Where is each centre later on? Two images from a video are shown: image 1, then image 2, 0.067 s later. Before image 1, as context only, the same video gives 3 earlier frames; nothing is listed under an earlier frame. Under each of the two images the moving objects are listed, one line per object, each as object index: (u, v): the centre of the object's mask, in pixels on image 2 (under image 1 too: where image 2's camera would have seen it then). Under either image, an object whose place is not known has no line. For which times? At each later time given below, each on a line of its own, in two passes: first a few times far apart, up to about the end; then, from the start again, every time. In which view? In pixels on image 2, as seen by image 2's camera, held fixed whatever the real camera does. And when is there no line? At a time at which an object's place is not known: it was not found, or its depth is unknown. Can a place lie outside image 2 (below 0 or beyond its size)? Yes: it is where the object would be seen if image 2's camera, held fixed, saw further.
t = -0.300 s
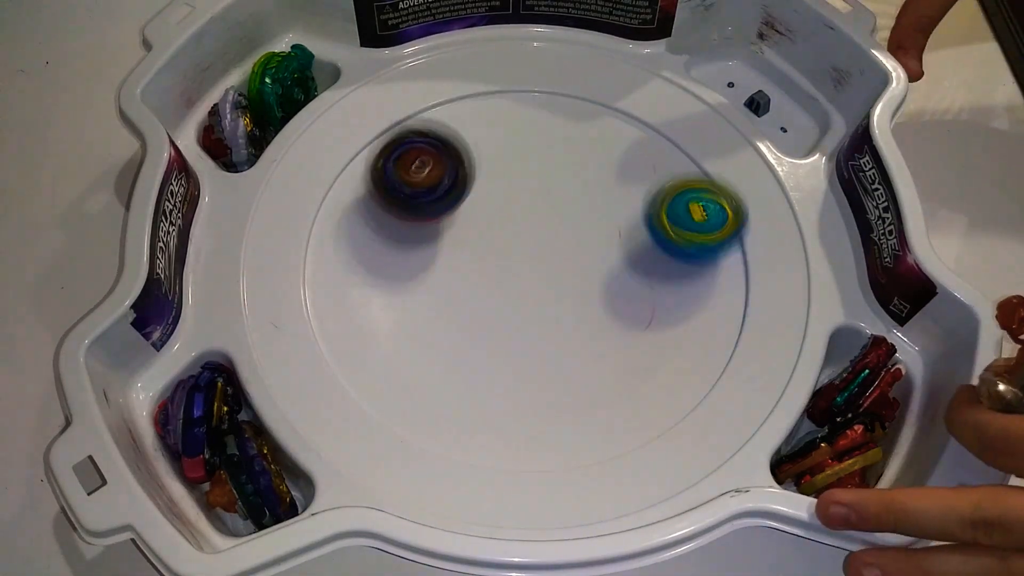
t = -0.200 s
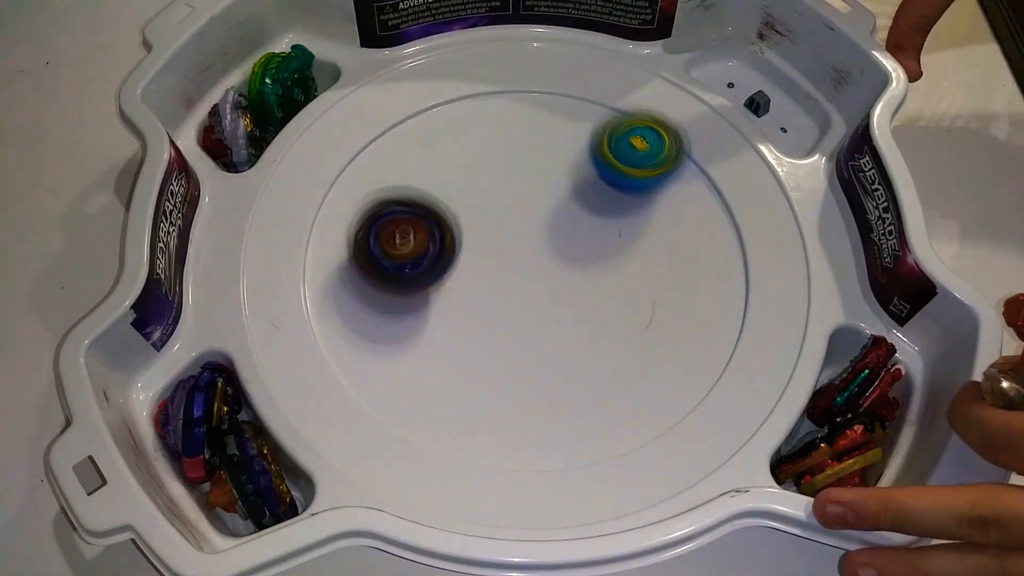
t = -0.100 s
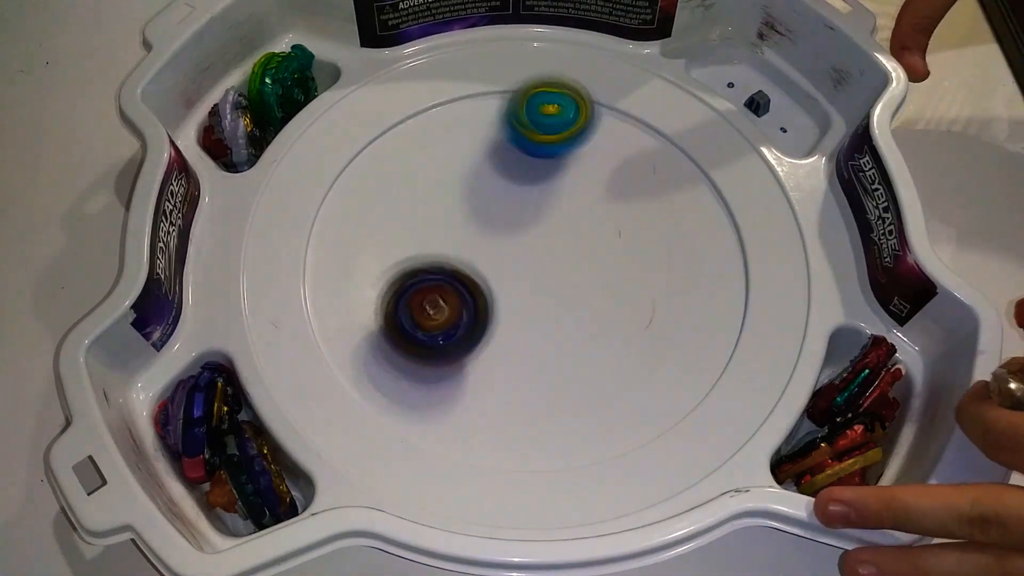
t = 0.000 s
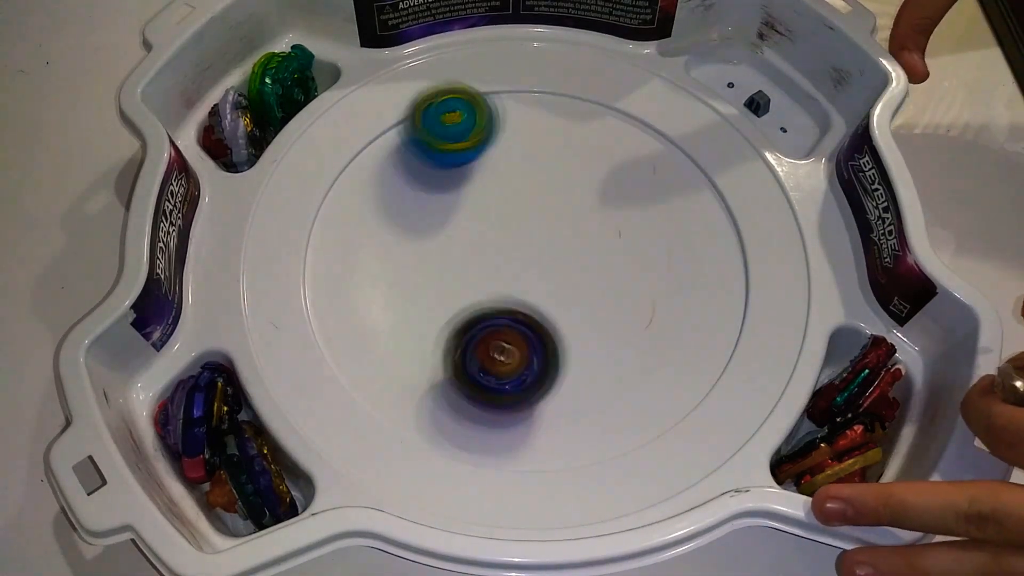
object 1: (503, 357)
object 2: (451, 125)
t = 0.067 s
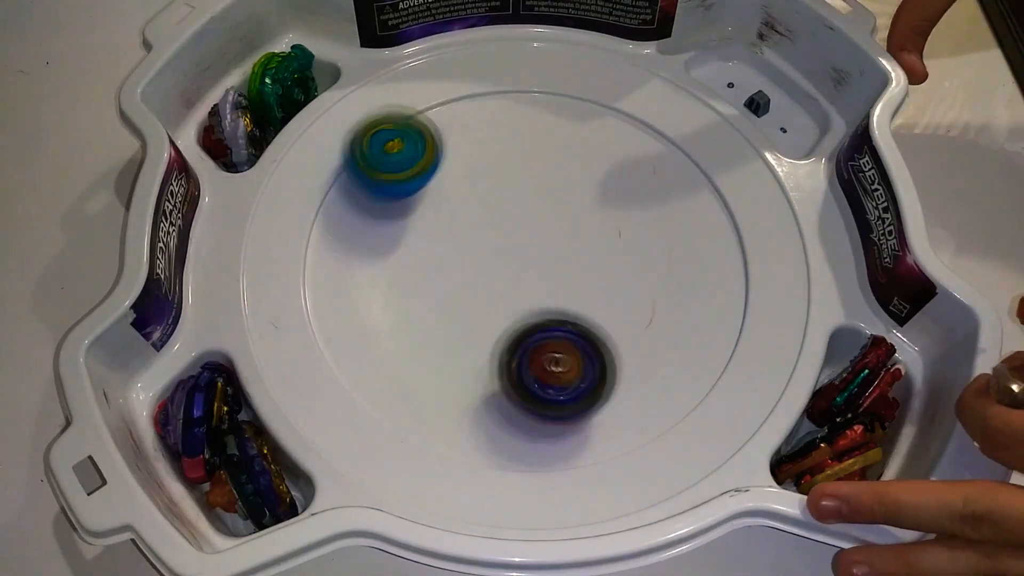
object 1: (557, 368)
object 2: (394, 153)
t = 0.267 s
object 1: (673, 299)
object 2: (332, 319)
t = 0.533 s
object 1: (559, 187)
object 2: (585, 423)
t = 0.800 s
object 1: (391, 261)
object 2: (690, 233)
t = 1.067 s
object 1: (474, 392)
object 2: (497, 121)
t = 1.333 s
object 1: (610, 281)
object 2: (336, 268)
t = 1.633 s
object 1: (501, 146)
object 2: (559, 420)
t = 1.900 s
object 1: (393, 243)
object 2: (688, 253)
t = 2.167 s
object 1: (546, 348)
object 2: (522, 129)
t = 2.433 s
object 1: (665, 253)
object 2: (345, 247)
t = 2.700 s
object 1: (528, 186)
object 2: (488, 415)
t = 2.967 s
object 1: (403, 292)
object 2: (677, 304)
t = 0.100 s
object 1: (583, 368)
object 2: (370, 175)
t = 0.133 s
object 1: (608, 361)
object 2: (350, 199)
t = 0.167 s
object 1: (630, 352)
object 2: (336, 225)
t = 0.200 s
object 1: (649, 337)
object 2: (328, 257)
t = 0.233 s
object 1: (663, 319)
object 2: (326, 289)
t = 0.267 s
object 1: (673, 299)
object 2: (332, 319)
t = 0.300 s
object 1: (676, 278)
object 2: (347, 351)
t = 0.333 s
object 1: (672, 258)
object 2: (368, 379)
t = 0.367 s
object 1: (664, 239)
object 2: (397, 402)
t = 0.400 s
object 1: (648, 223)
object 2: (434, 420)
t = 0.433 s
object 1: (630, 207)
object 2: (472, 431)
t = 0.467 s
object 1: (608, 198)
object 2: (510, 435)
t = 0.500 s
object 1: (584, 191)
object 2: (548, 432)
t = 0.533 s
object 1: (559, 187)
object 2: (585, 423)
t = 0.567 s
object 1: (533, 187)
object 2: (616, 409)
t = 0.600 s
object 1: (508, 189)
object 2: (644, 391)
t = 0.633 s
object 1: (484, 193)
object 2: (666, 368)
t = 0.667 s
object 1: (460, 204)
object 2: (684, 341)
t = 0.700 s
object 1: (438, 215)
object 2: (694, 315)
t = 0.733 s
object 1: (419, 228)
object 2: (698, 287)
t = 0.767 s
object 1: (403, 244)
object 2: (696, 259)
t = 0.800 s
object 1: (391, 261)
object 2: (690, 233)
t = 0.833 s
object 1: (384, 281)
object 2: (677, 207)
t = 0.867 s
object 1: (382, 302)
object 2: (659, 185)
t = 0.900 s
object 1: (385, 322)
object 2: (638, 165)
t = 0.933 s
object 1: (393, 342)
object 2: (614, 149)
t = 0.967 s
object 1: (406, 360)
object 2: (588, 136)
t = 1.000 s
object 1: (425, 377)
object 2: (558, 127)
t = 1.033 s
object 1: (449, 387)
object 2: (528, 121)
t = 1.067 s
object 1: (474, 392)
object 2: (497, 121)
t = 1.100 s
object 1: (501, 390)
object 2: (467, 126)
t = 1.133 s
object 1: (528, 384)
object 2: (438, 134)
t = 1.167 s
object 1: (553, 374)
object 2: (411, 148)
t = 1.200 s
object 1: (572, 360)
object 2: (386, 165)
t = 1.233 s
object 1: (589, 343)
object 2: (365, 186)
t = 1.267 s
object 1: (600, 322)
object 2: (351, 212)
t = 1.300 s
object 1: (607, 302)
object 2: (340, 239)
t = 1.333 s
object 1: (610, 281)
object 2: (336, 268)
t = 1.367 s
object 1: (608, 260)
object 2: (338, 296)
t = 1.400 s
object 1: (603, 240)
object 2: (347, 327)
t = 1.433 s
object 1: (594, 220)
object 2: (364, 353)
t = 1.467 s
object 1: (585, 202)
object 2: (387, 378)
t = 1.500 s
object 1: (572, 188)
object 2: (417, 400)
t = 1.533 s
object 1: (558, 172)
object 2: (450, 414)
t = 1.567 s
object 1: (539, 162)
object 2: (485, 421)
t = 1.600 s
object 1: (520, 153)
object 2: (522, 424)
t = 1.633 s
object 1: (501, 146)
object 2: (559, 420)
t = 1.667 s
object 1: (480, 146)
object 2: (592, 411)
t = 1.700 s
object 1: (458, 148)
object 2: (622, 397)
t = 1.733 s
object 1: (439, 155)
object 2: (647, 378)
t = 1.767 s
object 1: (422, 165)
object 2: (667, 355)
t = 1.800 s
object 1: (408, 181)
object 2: (680, 332)
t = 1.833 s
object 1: (396, 199)
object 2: (688, 306)
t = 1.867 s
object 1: (392, 221)
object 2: (691, 280)
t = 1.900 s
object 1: (393, 243)
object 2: (688, 253)
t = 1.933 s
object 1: (399, 263)
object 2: (680, 229)
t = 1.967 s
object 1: (410, 284)
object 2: (667, 205)
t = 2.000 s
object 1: (427, 304)
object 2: (649, 184)
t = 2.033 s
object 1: (447, 320)
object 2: (628, 166)
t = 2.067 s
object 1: (470, 333)
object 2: (604, 151)
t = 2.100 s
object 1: (494, 342)
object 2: (579, 140)
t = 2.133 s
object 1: (520, 347)
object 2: (551, 133)
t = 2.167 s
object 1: (546, 348)
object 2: (522, 129)
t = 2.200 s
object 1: (571, 346)
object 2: (493, 130)
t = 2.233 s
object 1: (594, 341)
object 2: (465, 135)
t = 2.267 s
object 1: (615, 332)
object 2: (437, 144)
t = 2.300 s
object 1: (635, 320)
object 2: (411, 159)
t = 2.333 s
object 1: (649, 307)
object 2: (387, 177)
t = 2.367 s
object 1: (660, 289)
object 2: (368, 198)
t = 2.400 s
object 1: (664, 273)
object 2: (355, 221)
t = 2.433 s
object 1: (665, 253)
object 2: (345, 247)
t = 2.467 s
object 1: (658, 237)
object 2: (342, 274)
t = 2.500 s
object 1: (648, 221)
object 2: (346, 302)
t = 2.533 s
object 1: (634, 207)
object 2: (356, 330)
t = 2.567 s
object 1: (617, 196)
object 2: (373, 355)
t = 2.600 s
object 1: (597, 189)
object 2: (394, 377)
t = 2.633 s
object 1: (574, 185)
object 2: (422, 395)
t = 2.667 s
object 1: (551, 184)
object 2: (453, 408)
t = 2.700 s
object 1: (528, 186)
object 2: (488, 415)
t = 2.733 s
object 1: (504, 192)
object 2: (521, 417)
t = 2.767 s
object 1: (484, 200)
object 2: (556, 414)
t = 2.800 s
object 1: (464, 211)
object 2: (587, 405)
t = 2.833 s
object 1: (445, 224)
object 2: (615, 390)
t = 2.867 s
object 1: (431, 238)
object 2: (637, 373)
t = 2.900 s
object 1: (418, 254)
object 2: (656, 352)
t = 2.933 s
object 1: (408, 272)
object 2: (669, 330)
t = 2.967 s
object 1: (403, 292)
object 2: (677, 304)
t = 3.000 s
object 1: (402, 311)
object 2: (680, 279)
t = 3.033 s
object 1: (406, 331)
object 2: (677, 254)
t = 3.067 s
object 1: (417, 348)
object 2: (670, 230)
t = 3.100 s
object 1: (431, 363)
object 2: (657, 208)
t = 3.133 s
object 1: (451, 377)
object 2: (640, 188)
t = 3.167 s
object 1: (473, 383)
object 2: (620, 171)
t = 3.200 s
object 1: (498, 386)
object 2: (599, 156)
